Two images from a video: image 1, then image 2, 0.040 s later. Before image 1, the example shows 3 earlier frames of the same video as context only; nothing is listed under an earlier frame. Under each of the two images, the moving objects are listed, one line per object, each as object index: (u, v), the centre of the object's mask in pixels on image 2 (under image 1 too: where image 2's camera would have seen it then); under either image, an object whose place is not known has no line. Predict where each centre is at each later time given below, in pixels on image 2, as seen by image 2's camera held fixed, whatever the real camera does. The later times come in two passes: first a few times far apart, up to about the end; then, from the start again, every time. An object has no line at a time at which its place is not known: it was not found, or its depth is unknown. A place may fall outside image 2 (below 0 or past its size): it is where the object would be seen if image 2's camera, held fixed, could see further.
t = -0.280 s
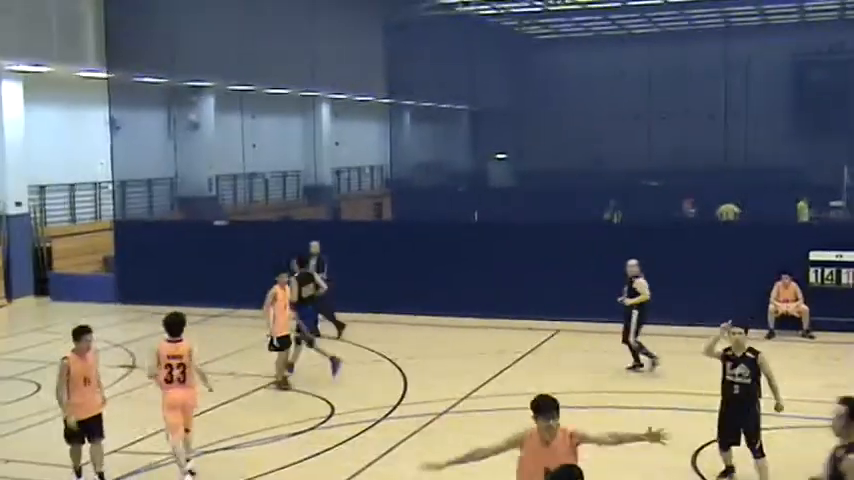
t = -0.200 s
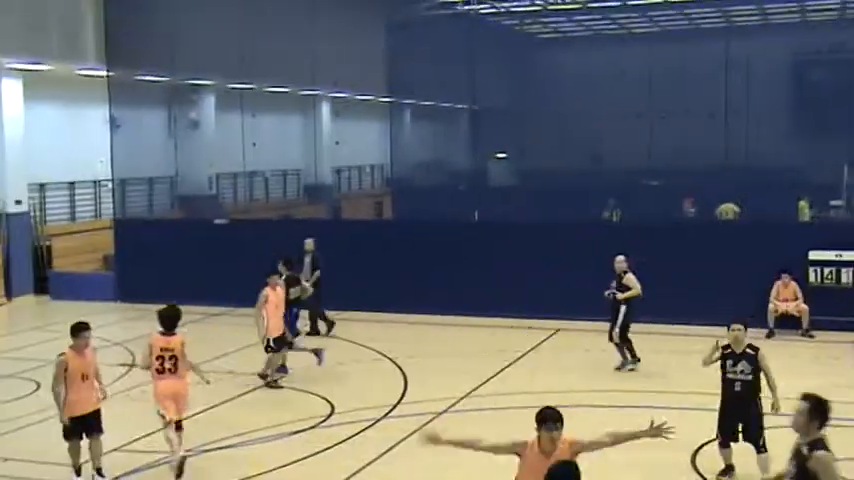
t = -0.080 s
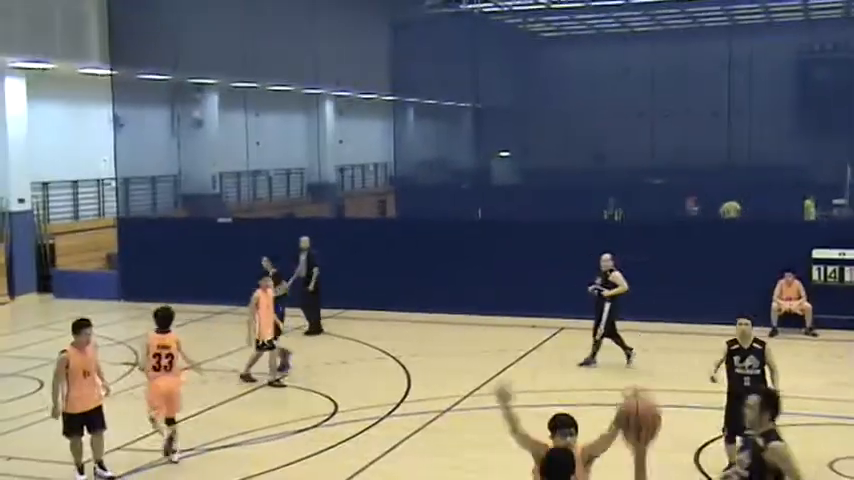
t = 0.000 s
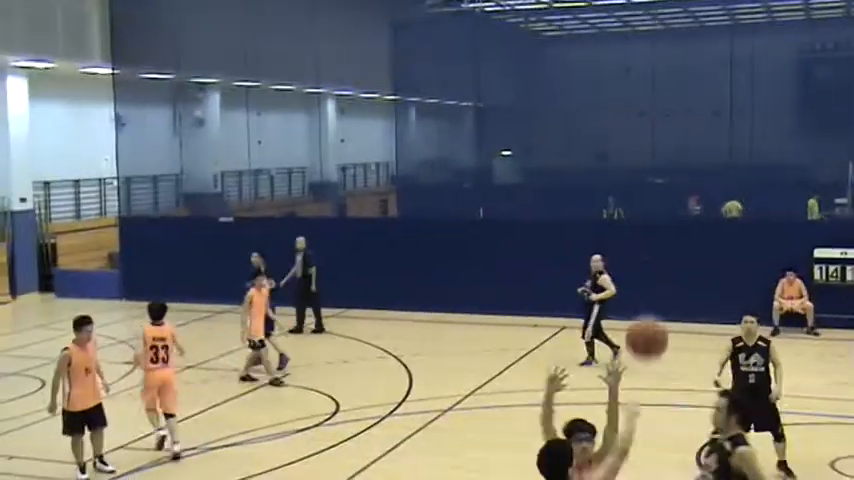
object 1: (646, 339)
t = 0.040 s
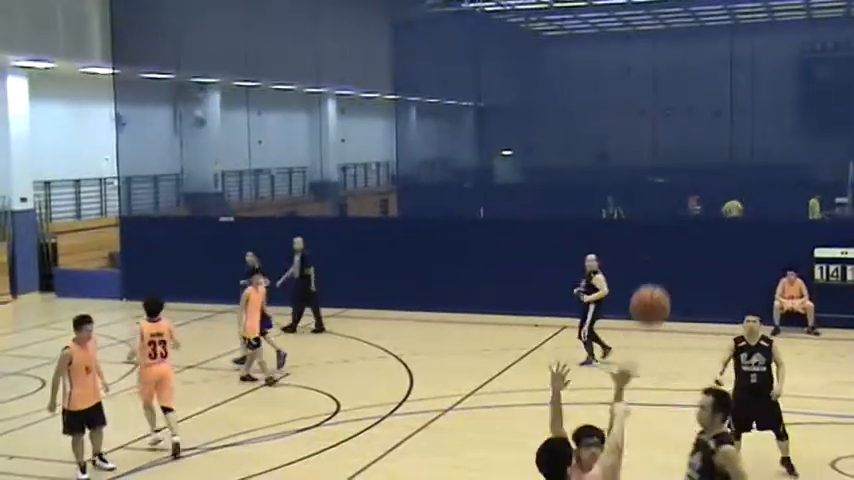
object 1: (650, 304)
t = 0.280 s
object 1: (664, 205)
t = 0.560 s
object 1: (675, 205)
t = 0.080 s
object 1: (653, 280)
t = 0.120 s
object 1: (656, 257)
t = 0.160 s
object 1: (658, 240)
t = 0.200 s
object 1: (660, 225)
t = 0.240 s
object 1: (662, 213)
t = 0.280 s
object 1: (664, 205)
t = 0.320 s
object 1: (666, 198)
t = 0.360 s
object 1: (667, 195)
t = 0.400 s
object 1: (669, 193)
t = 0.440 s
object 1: (670, 194)
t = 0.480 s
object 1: (672, 196)
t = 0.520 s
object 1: (673, 200)
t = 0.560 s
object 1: (675, 205)
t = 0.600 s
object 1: (676, 211)
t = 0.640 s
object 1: (676, 219)
